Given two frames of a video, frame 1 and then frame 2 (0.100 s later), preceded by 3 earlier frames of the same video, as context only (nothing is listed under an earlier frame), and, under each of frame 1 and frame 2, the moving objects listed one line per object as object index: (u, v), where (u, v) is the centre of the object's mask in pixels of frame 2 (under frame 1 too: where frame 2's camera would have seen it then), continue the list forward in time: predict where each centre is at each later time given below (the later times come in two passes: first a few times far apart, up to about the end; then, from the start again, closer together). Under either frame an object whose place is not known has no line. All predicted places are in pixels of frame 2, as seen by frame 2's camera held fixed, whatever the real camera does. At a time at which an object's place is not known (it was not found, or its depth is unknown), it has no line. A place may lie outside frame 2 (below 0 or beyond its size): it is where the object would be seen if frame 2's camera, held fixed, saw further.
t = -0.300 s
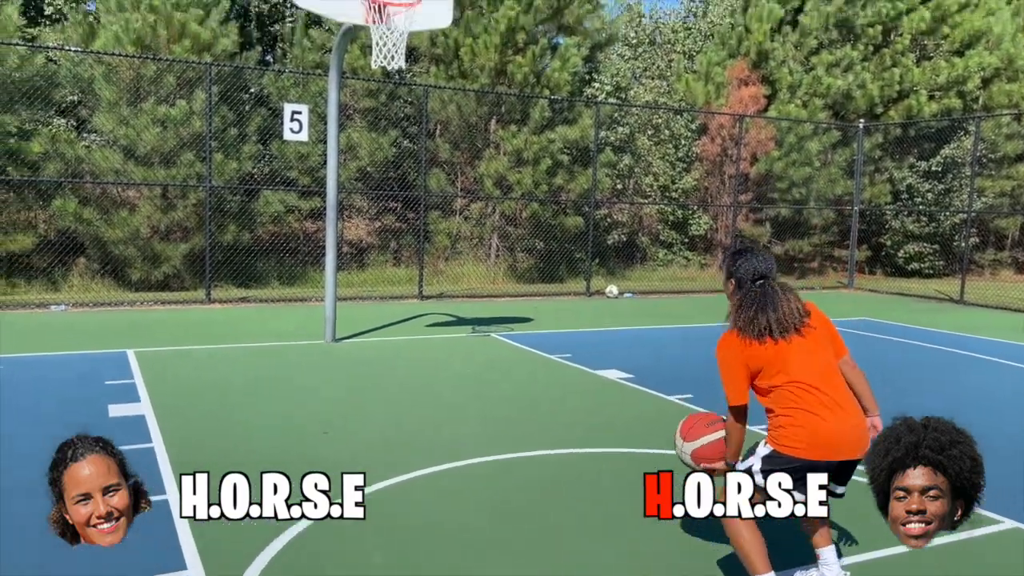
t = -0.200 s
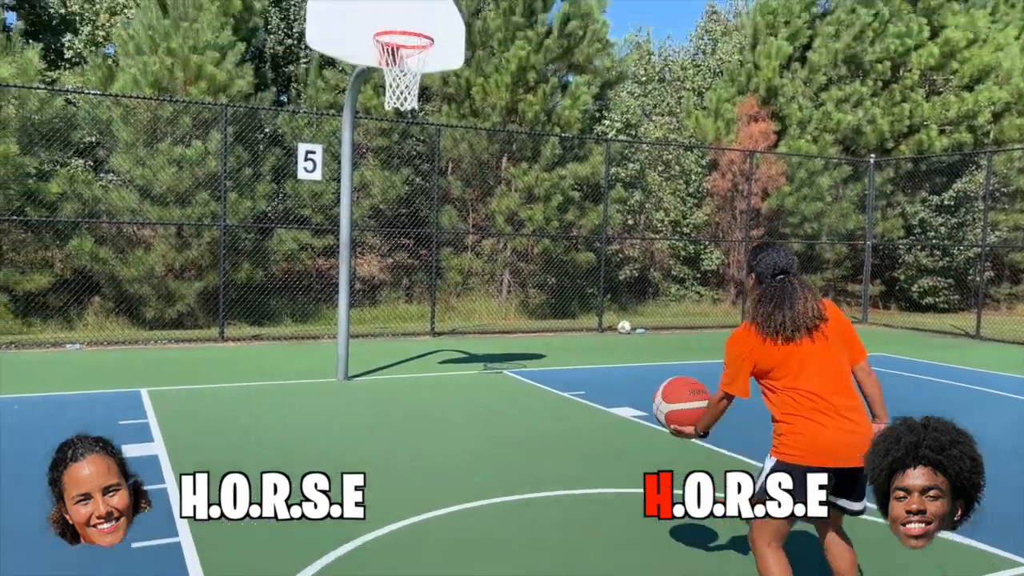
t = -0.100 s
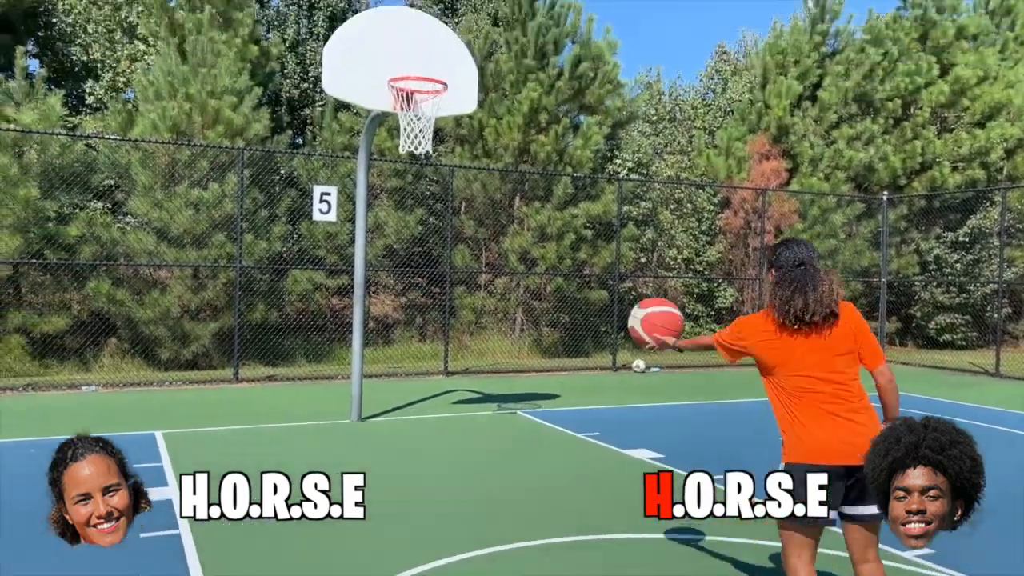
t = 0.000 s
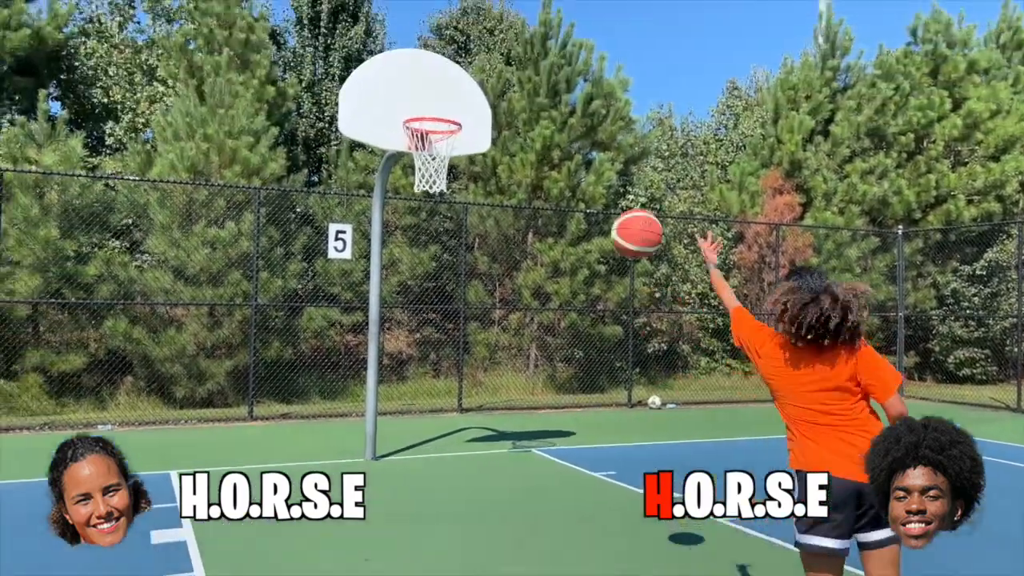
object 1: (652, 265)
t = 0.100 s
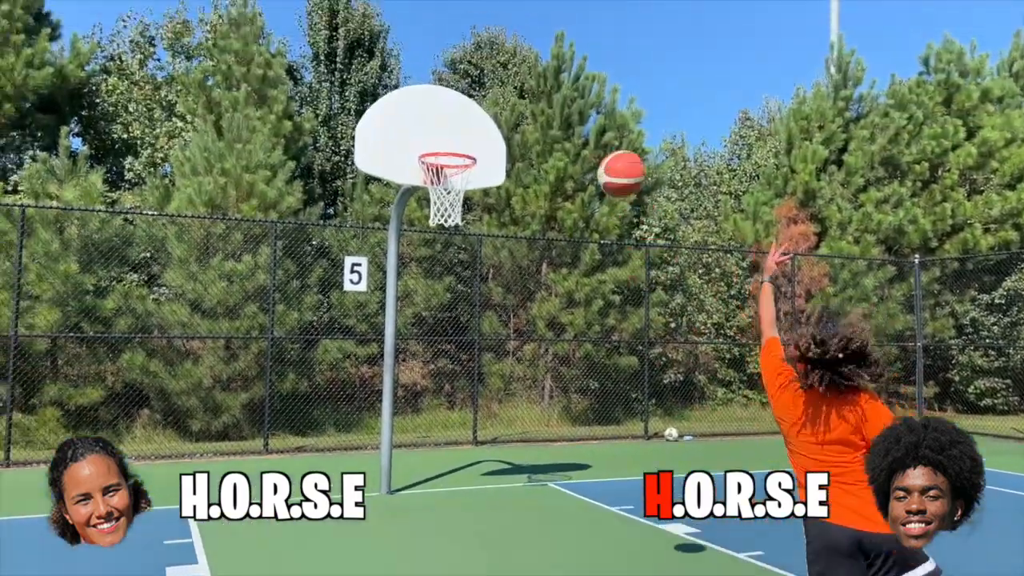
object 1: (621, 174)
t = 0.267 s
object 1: (578, 83)
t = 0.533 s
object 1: (523, 49)
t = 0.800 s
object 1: (479, 113)
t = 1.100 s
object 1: (477, 221)
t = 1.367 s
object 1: (497, 401)
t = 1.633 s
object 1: (521, 454)
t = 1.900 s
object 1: (549, 292)
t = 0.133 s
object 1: (612, 150)
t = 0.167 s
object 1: (603, 130)
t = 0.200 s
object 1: (595, 111)
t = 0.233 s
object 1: (586, 95)
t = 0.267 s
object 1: (578, 83)
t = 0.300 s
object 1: (570, 71)
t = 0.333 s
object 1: (563, 63)
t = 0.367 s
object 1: (556, 56)
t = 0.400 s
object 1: (549, 50)
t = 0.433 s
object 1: (542, 48)
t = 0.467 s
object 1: (536, 47)
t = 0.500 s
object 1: (529, 48)
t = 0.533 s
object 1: (523, 49)
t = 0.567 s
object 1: (517, 53)
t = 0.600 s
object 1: (511, 57)
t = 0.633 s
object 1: (505, 63)
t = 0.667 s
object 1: (500, 72)
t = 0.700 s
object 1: (494, 80)
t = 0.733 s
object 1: (489, 88)
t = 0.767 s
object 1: (484, 101)
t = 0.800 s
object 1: (479, 113)
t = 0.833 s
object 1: (475, 126)
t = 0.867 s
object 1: (471, 140)
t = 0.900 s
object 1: (465, 155)
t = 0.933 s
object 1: (466, 163)
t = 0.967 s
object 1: (468, 172)
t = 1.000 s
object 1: (471, 184)
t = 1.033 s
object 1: (474, 194)
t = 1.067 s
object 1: (476, 206)
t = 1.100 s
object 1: (477, 221)
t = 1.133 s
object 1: (480, 236)
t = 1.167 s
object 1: (482, 255)
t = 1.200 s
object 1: (485, 274)
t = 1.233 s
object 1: (488, 295)
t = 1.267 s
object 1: (490, 319)
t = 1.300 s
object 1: (492, 344)
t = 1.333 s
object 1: (495, 371)
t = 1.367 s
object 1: (497, 401)
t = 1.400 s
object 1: (500, 432)
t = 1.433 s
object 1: (503, 464)
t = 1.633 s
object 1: (521, 454)
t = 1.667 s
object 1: (524, 429)
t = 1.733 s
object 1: (531, 382)
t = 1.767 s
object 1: (534, 361)
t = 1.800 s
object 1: (538, 342)
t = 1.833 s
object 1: (542, 324)
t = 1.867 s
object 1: (545, 307)
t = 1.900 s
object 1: (549, 292)
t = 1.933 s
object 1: (553, 278)
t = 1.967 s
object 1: (557, 266)
